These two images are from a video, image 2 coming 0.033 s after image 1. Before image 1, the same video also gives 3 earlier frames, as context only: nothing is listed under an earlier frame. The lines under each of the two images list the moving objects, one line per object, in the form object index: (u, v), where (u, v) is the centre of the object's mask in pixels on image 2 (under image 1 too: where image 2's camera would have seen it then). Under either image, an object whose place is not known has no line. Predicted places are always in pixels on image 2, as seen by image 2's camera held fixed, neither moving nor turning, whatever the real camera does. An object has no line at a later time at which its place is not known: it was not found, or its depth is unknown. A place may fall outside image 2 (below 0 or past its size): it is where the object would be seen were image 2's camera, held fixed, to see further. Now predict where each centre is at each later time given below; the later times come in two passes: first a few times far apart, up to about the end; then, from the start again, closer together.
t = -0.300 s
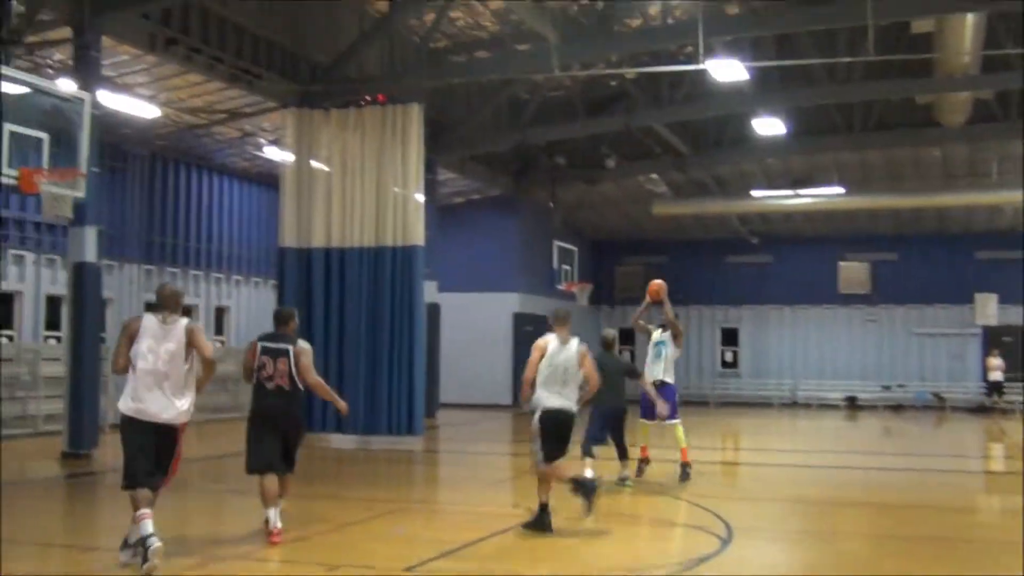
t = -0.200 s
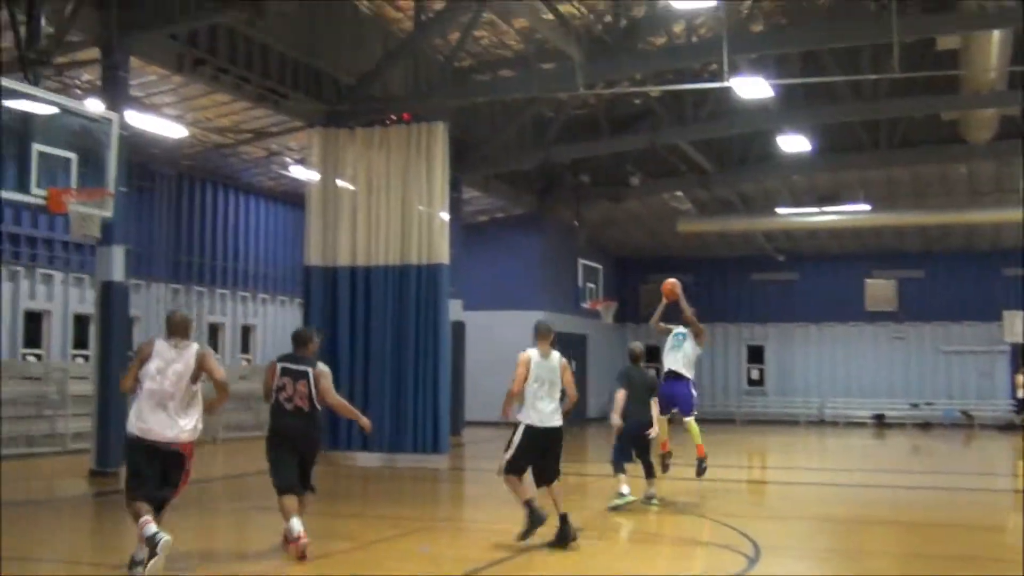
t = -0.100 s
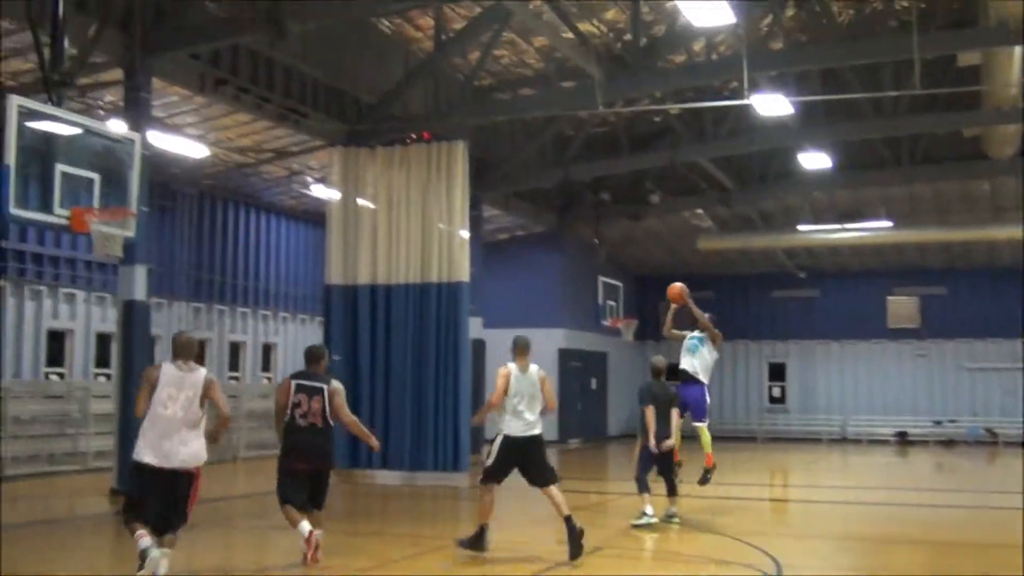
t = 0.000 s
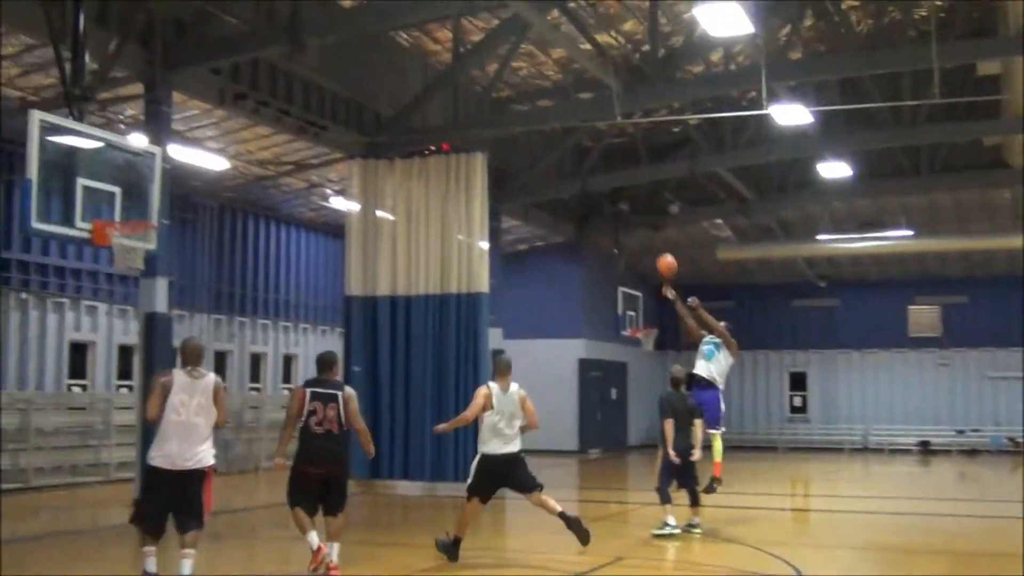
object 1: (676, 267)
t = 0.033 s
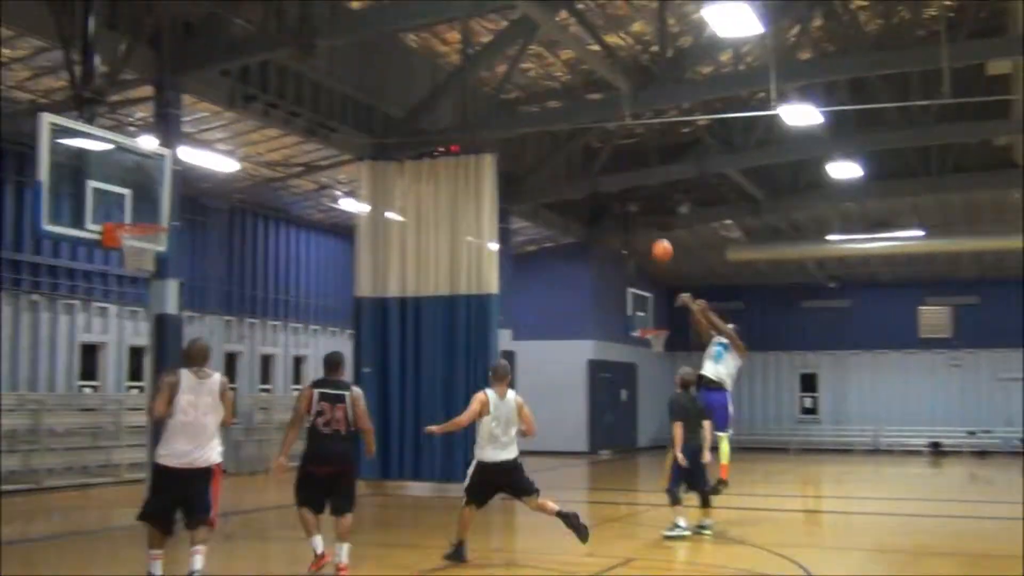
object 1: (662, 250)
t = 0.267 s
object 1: (561, 164)
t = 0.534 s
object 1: (436, 118)
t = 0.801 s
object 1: (298, 131)
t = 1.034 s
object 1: (162, 208)
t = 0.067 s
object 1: (648, 236)
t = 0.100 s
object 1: (634, 222)
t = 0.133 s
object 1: (620, 210)
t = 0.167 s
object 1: (605, 197)
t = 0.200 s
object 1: (591, 185)
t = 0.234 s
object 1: (576, 174)
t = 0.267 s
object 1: (561, 164)
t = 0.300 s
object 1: (546, 155)
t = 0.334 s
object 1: (531, 147)
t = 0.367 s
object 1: (516, 140)
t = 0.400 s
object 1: (501, 133)
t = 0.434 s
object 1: (485, 128)
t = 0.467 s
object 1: (469, 124)
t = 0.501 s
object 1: (453, 120)
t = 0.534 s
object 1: (436, 118)
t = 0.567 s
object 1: (420, 116)
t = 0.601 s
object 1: (403, 114)
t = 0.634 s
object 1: (386, 115)
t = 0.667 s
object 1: (370, 116)
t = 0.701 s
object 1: (352, 119)
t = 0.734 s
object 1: (334, 122)
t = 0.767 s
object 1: (317, 126)
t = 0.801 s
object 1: (298, 131)
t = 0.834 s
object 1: (279, 139)
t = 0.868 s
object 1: (260, 146)
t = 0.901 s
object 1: (243, 157)
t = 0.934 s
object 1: (224, 169)
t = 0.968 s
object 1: (201, 182)
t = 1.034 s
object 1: (162, 208)
